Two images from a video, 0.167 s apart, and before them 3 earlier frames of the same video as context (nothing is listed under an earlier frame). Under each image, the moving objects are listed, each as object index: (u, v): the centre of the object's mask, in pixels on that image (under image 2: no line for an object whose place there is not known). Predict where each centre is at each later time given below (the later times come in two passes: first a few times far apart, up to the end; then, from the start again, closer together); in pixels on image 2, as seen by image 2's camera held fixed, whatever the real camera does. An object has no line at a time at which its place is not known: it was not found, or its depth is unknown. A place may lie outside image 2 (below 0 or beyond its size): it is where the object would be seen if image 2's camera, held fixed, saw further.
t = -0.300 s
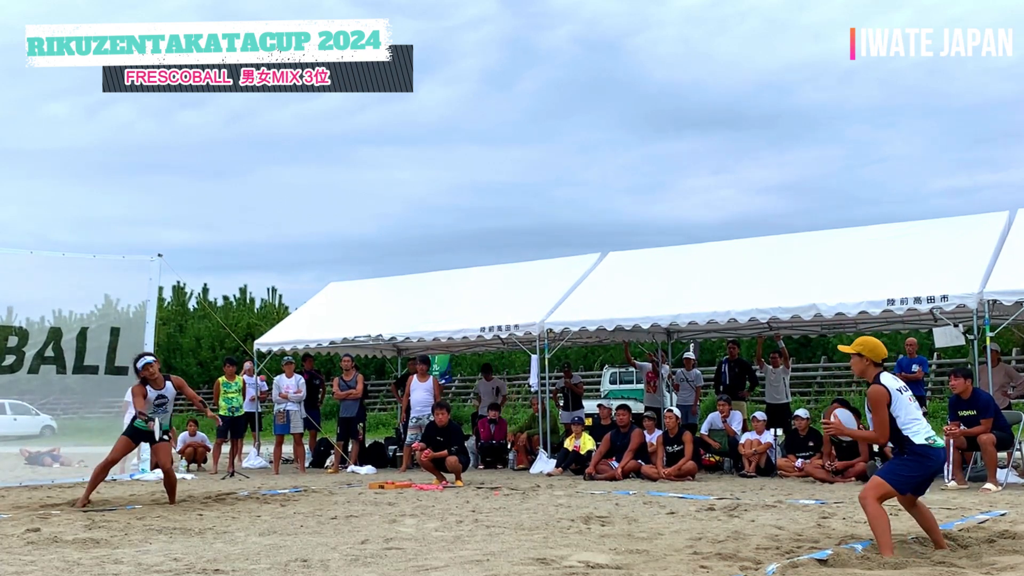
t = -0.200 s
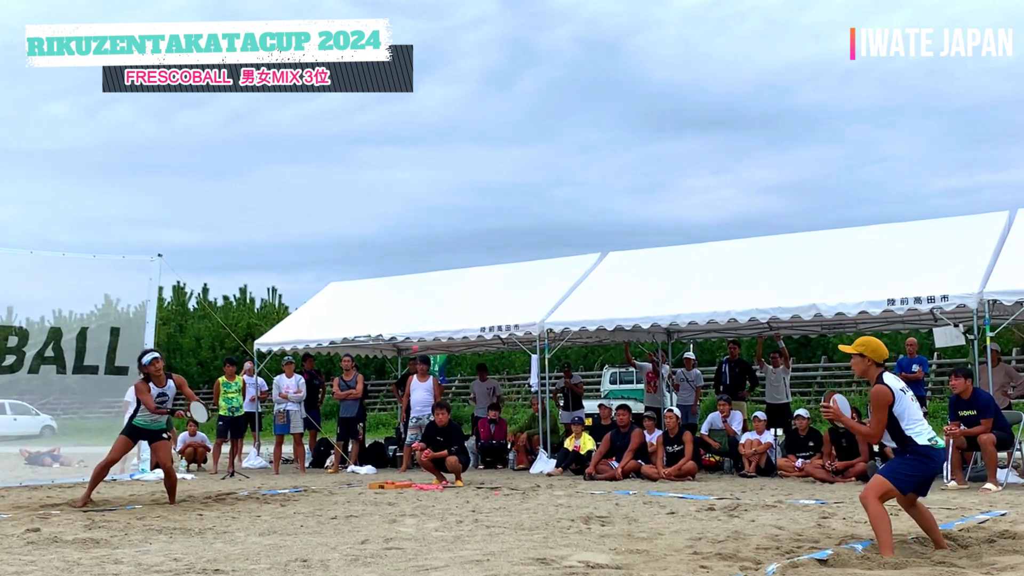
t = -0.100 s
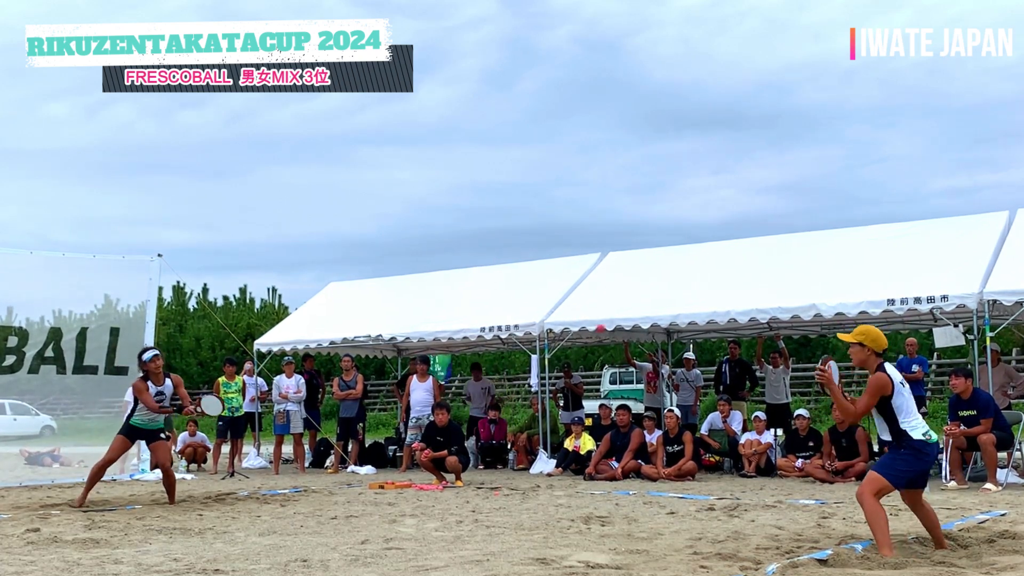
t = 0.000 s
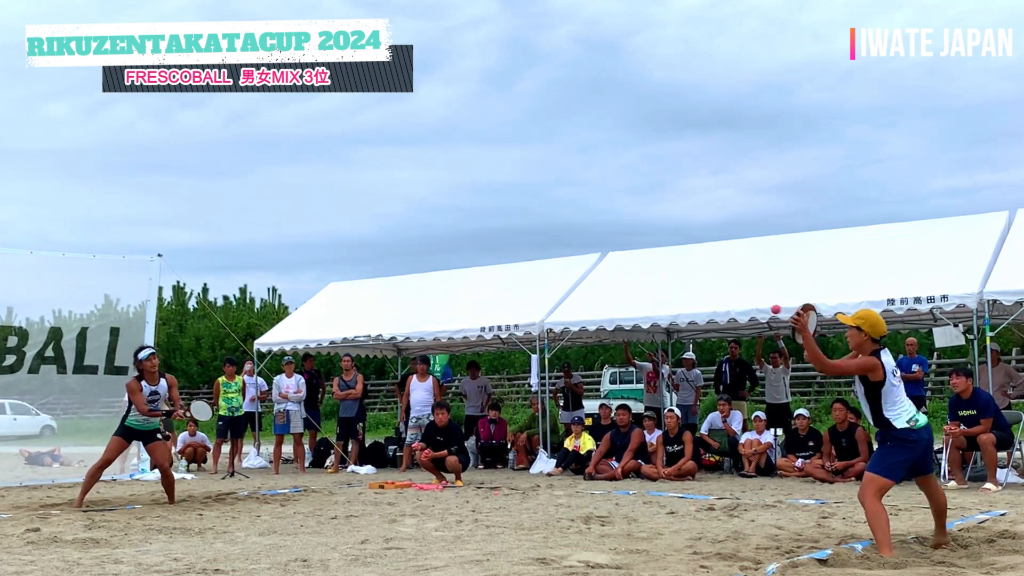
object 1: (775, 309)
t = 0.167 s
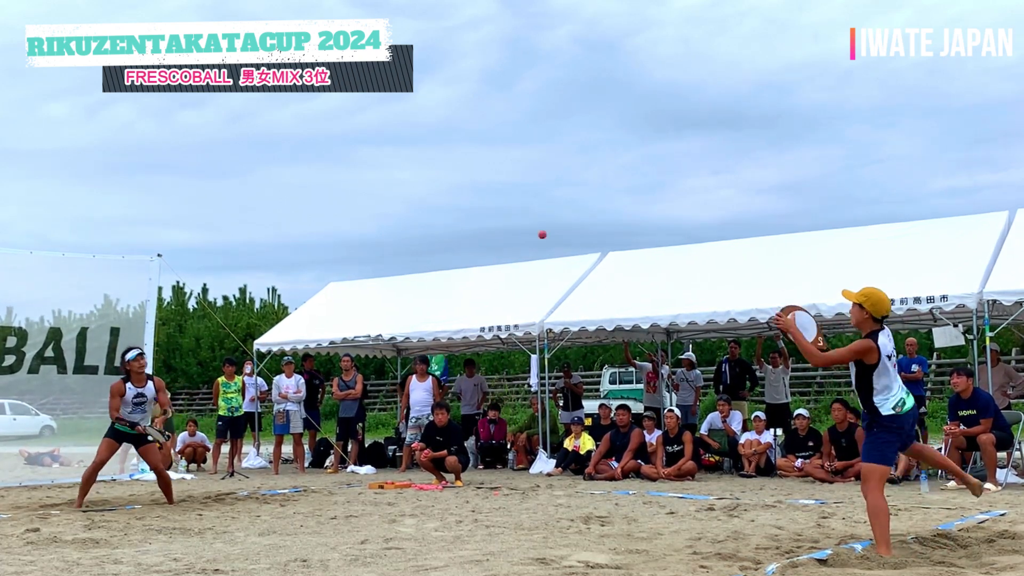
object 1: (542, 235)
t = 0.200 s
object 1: (502, 227)
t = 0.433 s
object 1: (273, 219)
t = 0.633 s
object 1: (121, 265)
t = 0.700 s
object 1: (77, 288)
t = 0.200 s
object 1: (502, 227)
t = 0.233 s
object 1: (465, 221)
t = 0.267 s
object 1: (430, 216)
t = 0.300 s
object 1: (396, 214)
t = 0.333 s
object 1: (363, 213)
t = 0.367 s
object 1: (332, 214)
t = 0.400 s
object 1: (302, 216)
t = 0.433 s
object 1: (273, 219)
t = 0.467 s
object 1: (245, 224)
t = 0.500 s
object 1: (218, 230)
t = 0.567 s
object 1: (167, 245)
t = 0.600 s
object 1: (144, 255)
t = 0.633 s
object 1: (121, 265)
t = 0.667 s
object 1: (99, 276)
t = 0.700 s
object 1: (77, 288)
